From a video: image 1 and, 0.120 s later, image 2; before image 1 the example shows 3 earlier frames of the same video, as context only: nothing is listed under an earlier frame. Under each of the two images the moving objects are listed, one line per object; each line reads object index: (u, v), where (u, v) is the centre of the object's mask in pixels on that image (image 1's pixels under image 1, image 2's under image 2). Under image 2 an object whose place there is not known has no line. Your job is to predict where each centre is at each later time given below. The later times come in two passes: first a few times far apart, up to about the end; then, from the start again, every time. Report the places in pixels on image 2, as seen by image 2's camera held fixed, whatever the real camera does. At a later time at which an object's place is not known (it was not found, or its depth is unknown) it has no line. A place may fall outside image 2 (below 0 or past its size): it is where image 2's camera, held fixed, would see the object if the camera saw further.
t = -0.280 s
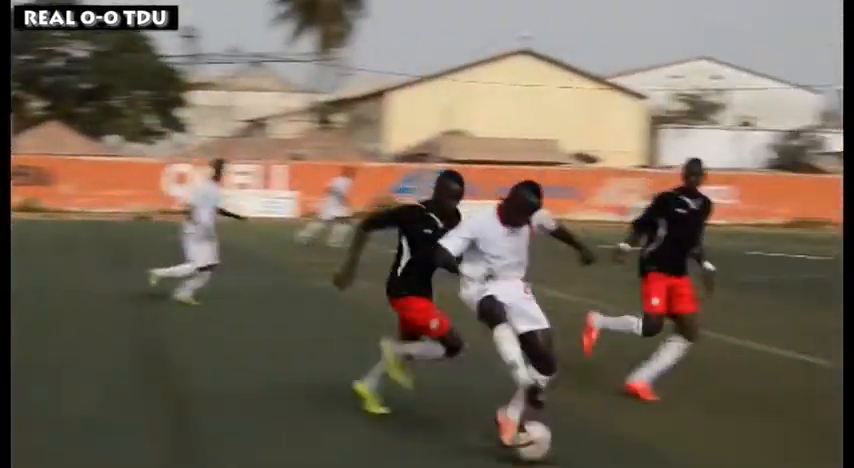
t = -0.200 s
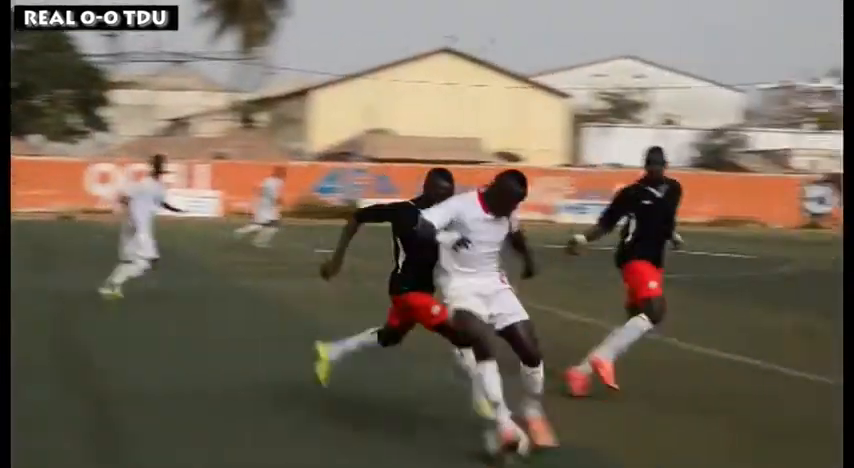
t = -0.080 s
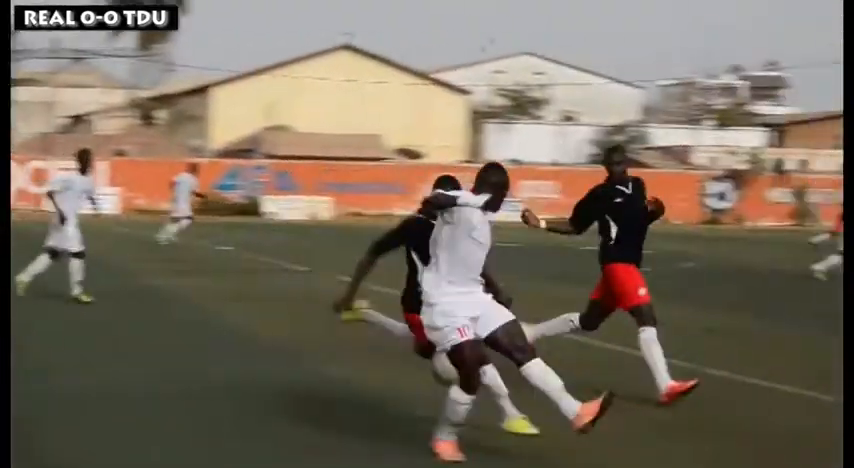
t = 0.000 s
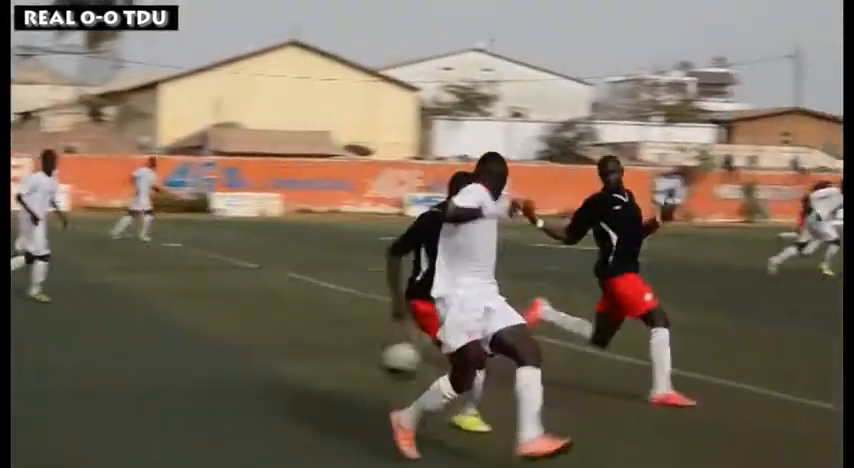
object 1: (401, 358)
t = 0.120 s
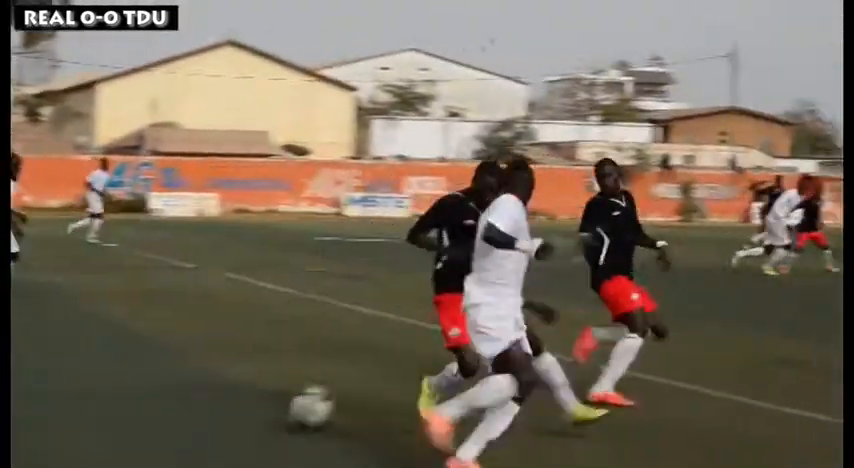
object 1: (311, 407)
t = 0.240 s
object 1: (309, 384)
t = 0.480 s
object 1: (314, 385)
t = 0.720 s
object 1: (305, 392)
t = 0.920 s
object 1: (295, 393)
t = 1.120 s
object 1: (287, 392)
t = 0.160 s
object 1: (308, 406)
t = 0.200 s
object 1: (308, 394)
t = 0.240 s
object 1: (309, 384)
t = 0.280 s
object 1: (309, 378)
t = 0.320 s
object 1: (311, 373)
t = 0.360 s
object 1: (311, 374)
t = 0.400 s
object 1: (313, 374)
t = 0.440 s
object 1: (313, 379)
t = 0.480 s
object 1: (314, 385)
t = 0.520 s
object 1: (315, 395)
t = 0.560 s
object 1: (315, 399)
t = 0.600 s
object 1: (311, 394)
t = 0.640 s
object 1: (309, 391)
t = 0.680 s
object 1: (306, 390)
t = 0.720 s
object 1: (305, 392)
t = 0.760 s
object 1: (303, 396)
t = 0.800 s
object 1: (302, 396)
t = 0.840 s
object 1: (300, 394)
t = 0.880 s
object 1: (297, 395)
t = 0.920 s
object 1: (295, 393)
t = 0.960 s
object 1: (295, 393)
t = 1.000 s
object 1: (293, 393)
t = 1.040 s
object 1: (292, 393)
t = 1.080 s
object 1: (290, 392)
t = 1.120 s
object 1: (287, 392)
